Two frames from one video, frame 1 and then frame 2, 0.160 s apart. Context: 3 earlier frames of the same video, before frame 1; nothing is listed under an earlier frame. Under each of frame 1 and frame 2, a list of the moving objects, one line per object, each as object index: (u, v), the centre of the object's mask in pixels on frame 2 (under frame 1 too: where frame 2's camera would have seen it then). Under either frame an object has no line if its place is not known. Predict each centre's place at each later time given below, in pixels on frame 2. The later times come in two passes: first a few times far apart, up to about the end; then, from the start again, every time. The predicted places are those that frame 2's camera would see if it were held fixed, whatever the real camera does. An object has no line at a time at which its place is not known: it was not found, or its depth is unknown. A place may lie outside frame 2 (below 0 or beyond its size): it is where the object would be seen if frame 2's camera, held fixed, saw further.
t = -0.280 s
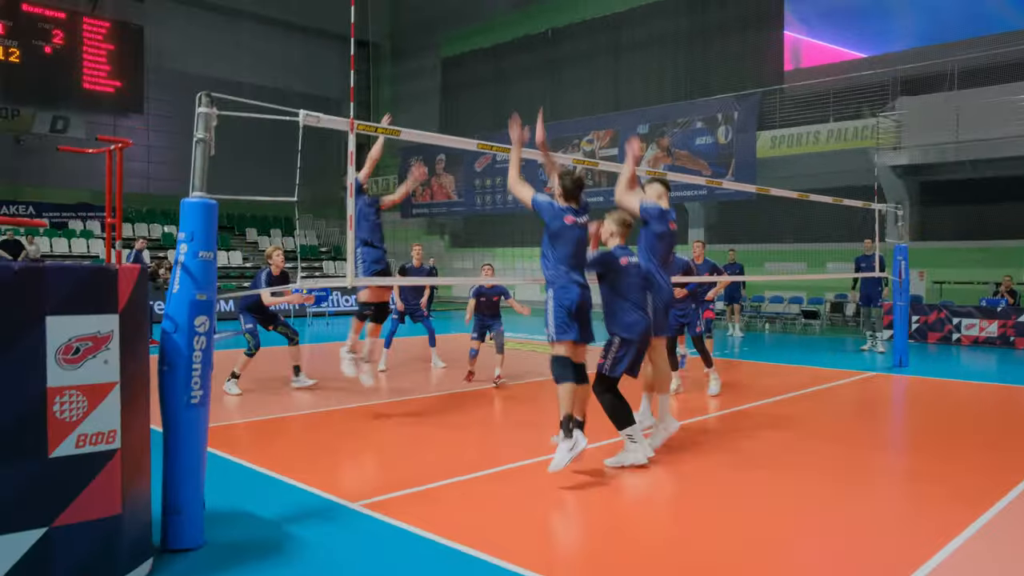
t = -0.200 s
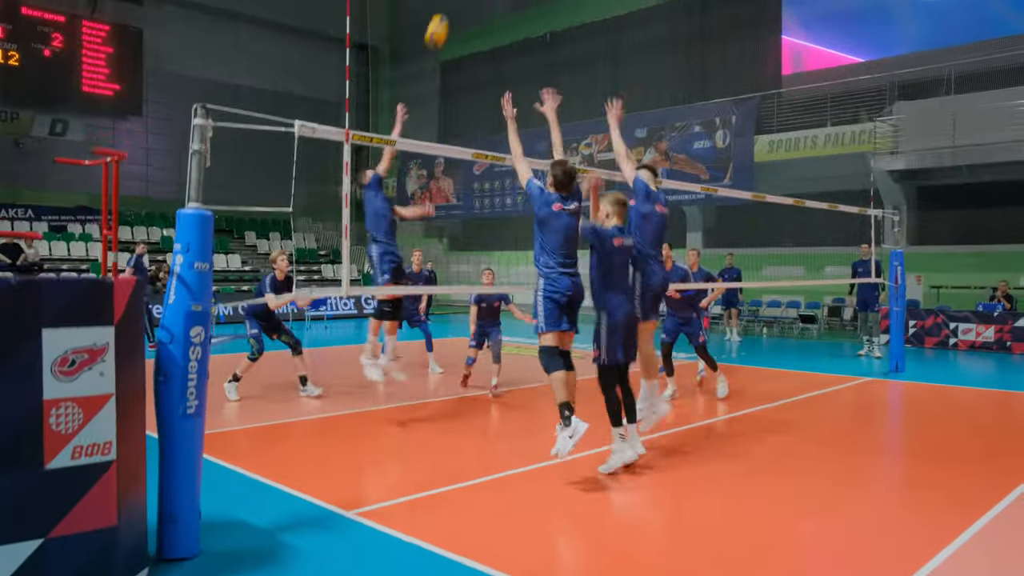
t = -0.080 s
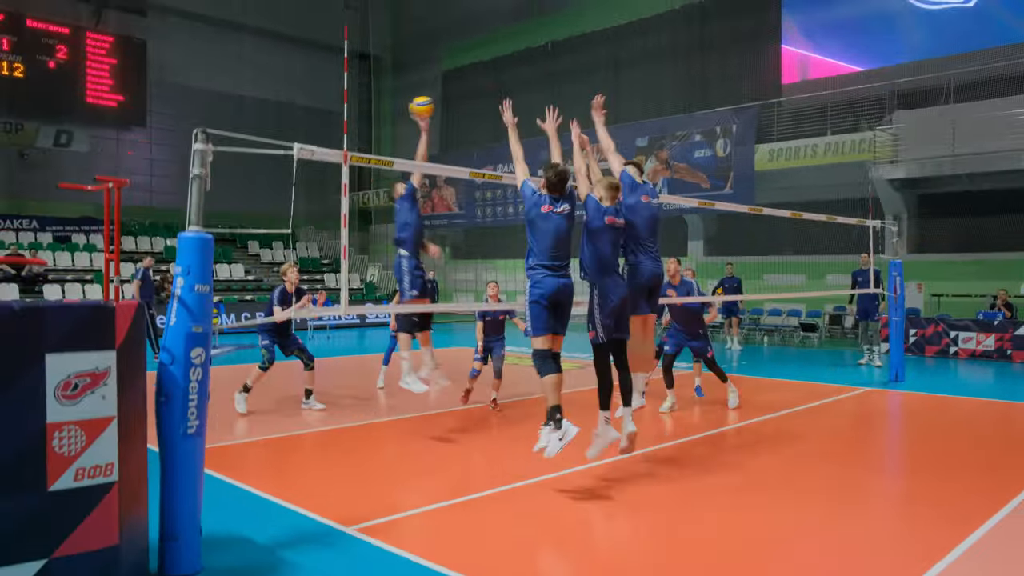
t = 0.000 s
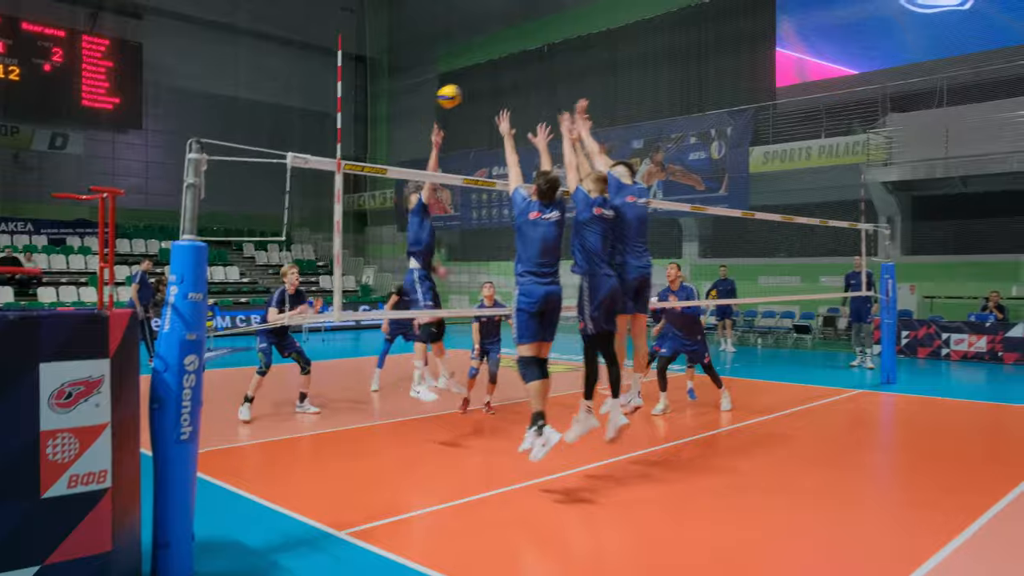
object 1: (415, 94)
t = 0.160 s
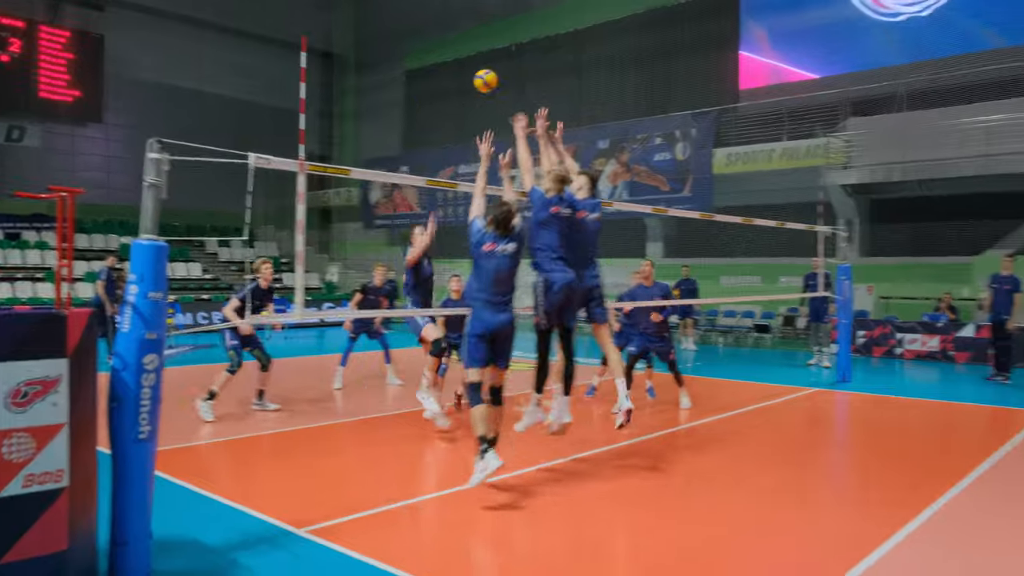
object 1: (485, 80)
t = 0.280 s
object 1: (539, 85)
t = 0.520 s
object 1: (653, 138)
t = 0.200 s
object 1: (503, 80)
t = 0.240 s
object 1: (521, 82)
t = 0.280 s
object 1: (539, 85)
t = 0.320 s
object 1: (558, 90)
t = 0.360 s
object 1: (577, 97)
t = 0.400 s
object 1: (595, 105)
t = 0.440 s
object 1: (614, 115)
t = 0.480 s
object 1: (633, 125)
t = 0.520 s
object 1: (653, 138)
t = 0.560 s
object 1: (674, 154)
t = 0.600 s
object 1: (694, 171)
